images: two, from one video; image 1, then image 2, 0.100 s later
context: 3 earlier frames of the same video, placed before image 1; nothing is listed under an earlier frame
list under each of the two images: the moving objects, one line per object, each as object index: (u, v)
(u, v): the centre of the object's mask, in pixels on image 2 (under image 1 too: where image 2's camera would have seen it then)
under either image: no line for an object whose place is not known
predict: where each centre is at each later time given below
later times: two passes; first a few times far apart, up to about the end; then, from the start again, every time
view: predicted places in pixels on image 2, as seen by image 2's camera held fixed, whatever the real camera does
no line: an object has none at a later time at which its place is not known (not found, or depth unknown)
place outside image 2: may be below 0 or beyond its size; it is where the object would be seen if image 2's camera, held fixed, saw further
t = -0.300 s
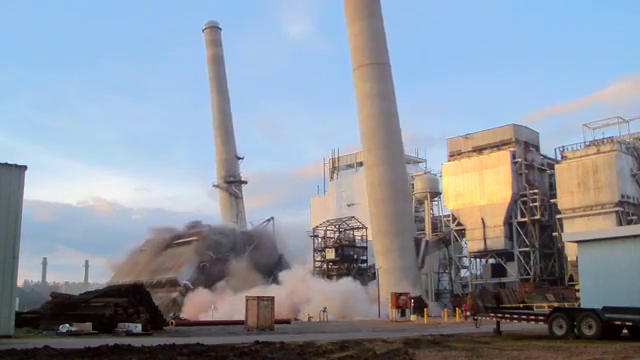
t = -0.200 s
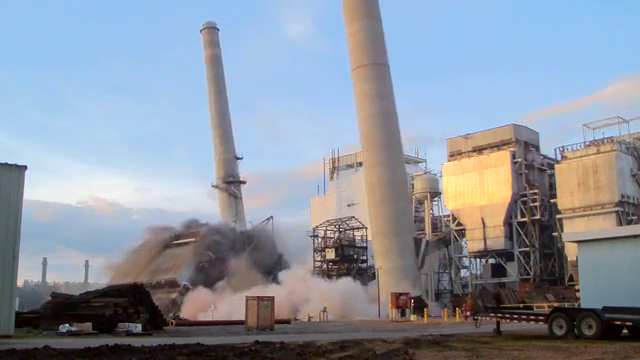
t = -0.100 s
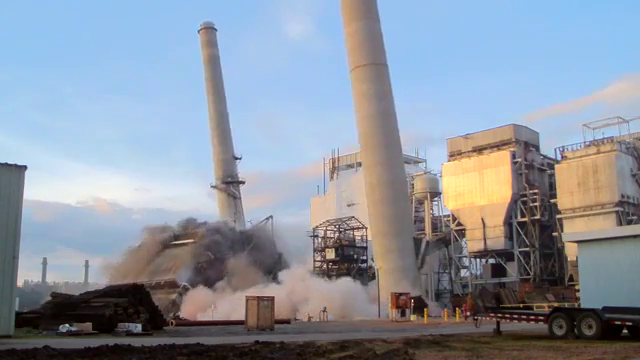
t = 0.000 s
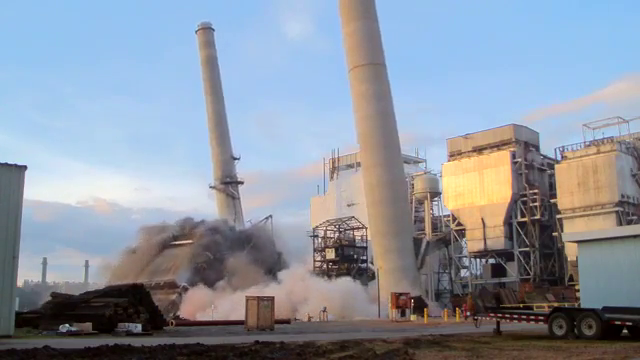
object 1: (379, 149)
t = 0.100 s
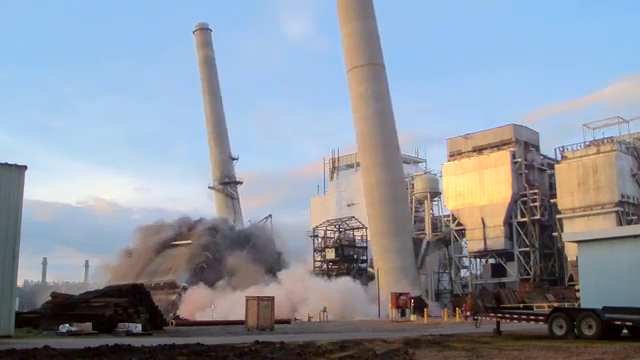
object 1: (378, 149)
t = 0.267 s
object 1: (376, 149)
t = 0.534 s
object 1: (373, 149)
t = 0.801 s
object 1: (370, 148)
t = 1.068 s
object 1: (366, 148)
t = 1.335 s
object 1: (361, 148)
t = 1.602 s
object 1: (356, 149)
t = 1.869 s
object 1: (350, 149)
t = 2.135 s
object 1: (343, 148)
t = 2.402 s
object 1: (336, 149)
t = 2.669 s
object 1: (328, 150)
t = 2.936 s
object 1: (319, 150)
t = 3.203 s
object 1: (309, 151)
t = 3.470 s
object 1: (298, 153)
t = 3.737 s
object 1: (283, 152)
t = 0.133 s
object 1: (378, 149)
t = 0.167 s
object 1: (378, 150)
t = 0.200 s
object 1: (377, 149)
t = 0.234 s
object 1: (377, 149)
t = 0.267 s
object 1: (376, 149)
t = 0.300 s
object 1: (376, 149)
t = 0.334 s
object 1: (376, 149)
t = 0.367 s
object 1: (375, 150)
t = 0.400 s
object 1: (375, 150)
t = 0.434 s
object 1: (375, 150)
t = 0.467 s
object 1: (374, 149)
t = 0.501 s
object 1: (374, 149)
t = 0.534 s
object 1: (373, 149)
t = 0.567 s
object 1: (373, 149)
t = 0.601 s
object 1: (372, 150)
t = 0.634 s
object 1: (372, 150)
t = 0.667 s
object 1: (371, 148)
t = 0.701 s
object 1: (371, 148)
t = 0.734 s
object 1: (371, 149)
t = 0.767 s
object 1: (370, 150)
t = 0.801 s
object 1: (370, 148)
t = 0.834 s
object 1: (369, 148)
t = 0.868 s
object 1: (369, 148)
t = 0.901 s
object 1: (368, 148)
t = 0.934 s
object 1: (368, 149)
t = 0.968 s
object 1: (367, 150)
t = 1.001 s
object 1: (367, 150)
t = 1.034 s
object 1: (366, 148)
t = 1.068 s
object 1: (366, 148)
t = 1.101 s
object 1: (365, 149)
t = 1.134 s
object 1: (365, 149)
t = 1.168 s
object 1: (364, 149)
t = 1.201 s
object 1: (363, 149)
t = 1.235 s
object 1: (363, 149)
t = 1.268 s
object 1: (362, 148)
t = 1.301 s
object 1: (362, 148)
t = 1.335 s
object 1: (361, 148)
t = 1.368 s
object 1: (360, 148)
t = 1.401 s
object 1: (360, 150)
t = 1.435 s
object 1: (359, 150)
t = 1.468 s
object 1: (359, 150)
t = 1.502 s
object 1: (358, 150)
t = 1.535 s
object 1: (357, 147)
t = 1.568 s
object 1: (356, 148)
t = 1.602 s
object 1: (356, 149)
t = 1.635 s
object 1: (355, 149)
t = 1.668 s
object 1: (355, 151)
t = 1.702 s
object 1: (354, 152)
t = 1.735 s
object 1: (353, 151)
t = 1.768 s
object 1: (352, 150)
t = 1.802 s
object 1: (351, 149)
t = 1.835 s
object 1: (350, 149)
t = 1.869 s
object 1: (350, 149)
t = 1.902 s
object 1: (349, 149)
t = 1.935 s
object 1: (348, 149)
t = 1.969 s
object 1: (347, 149)
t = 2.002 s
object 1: (347, 152)
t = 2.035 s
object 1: (346, 149)
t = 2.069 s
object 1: (345, 148)
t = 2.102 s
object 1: (344, 148)
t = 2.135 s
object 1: (343, 148)
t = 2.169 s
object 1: (342, 148)
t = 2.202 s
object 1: (341, 148)
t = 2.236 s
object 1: (340, 148)
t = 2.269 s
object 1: (340, 149)
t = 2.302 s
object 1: (339, 149)
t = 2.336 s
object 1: (338, 149)
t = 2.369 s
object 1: (337, 149)
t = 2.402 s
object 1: (336, 149)
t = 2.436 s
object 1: (335, 150)
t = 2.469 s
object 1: (334, 149)
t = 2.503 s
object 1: (333, 149)
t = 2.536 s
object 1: (332, 149)
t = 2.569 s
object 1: (331, 149)
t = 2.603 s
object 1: (330, 150)
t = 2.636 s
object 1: (329, 149)
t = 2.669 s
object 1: (328, 150)
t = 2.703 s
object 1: (327, 150)
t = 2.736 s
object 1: (326, 150)
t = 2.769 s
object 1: (325, 150)
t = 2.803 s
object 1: (324, 150)
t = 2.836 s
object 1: (322, 150)
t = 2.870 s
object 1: (321, 150)
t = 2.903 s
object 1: (320, 150)
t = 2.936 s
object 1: (319, 150)
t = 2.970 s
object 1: (319, 152)
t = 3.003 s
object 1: (317, 150)
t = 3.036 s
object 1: (316, 152)
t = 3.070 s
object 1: (314, 150)
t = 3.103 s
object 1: (313, 150)
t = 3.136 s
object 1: (312, 151)
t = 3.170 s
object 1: (310, 151)
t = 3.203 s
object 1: (309, 151)
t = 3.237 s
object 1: (307, 151)
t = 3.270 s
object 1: (306, 151)
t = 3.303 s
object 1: (305, 151)
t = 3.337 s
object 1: (303, 151)
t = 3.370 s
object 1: (302, 151)
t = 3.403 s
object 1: (301, 153)
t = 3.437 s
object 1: (298, 151)
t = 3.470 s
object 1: (298, 153)
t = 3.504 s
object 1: (295, 151)
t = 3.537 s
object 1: (293, 151)
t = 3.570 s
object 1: (293, 153)
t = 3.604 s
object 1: (291, 153)
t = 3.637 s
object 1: (289, 152)
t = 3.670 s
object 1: (287, 153)
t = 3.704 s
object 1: (285, 152)
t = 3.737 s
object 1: (283, 152)
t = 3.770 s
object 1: (281, 152)
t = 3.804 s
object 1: (278, 152)
